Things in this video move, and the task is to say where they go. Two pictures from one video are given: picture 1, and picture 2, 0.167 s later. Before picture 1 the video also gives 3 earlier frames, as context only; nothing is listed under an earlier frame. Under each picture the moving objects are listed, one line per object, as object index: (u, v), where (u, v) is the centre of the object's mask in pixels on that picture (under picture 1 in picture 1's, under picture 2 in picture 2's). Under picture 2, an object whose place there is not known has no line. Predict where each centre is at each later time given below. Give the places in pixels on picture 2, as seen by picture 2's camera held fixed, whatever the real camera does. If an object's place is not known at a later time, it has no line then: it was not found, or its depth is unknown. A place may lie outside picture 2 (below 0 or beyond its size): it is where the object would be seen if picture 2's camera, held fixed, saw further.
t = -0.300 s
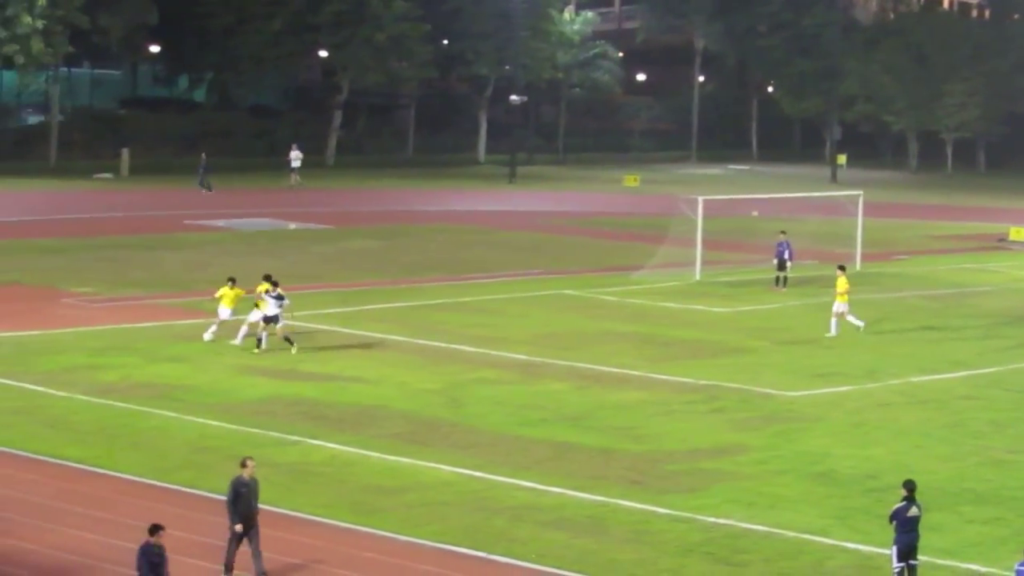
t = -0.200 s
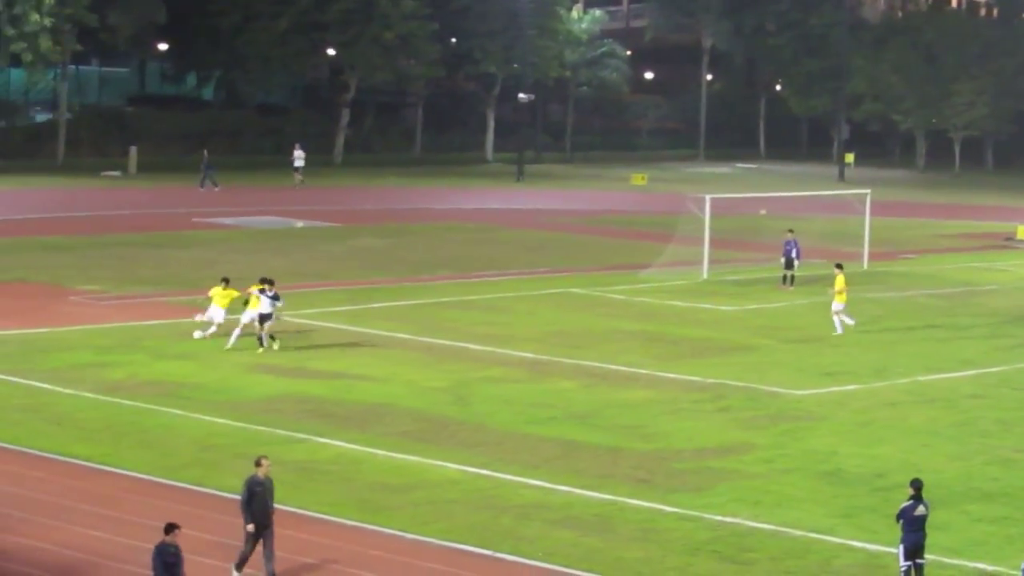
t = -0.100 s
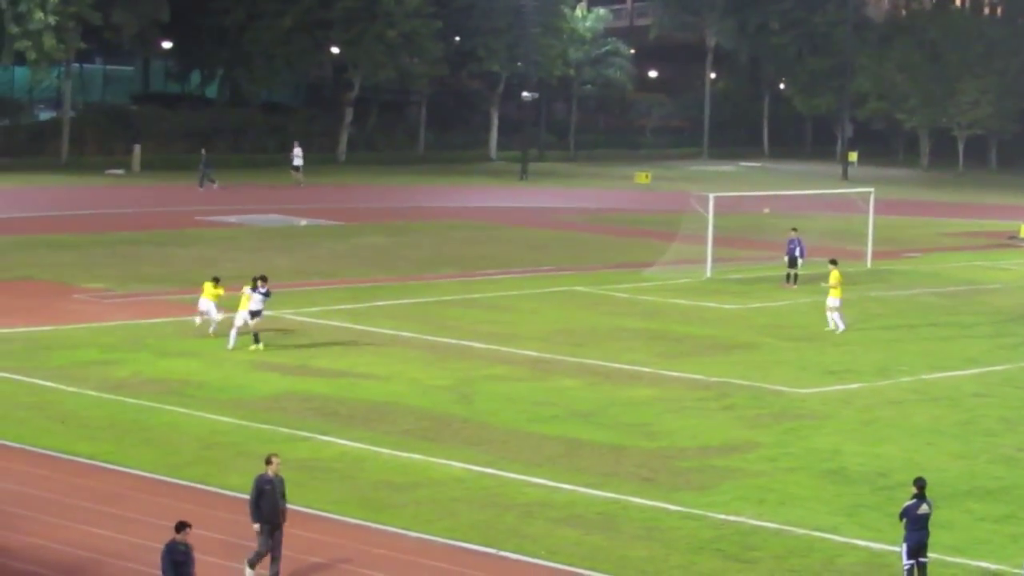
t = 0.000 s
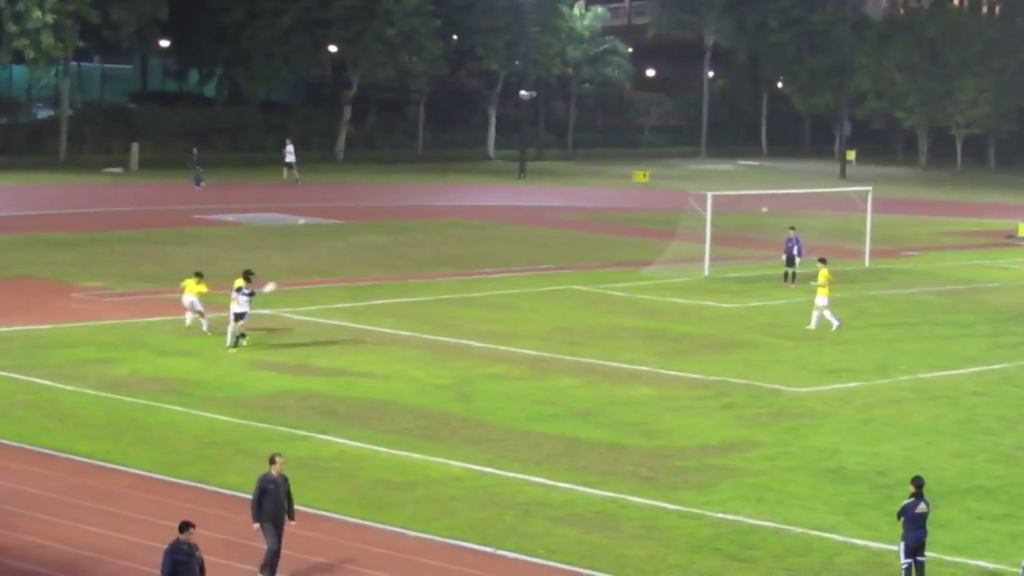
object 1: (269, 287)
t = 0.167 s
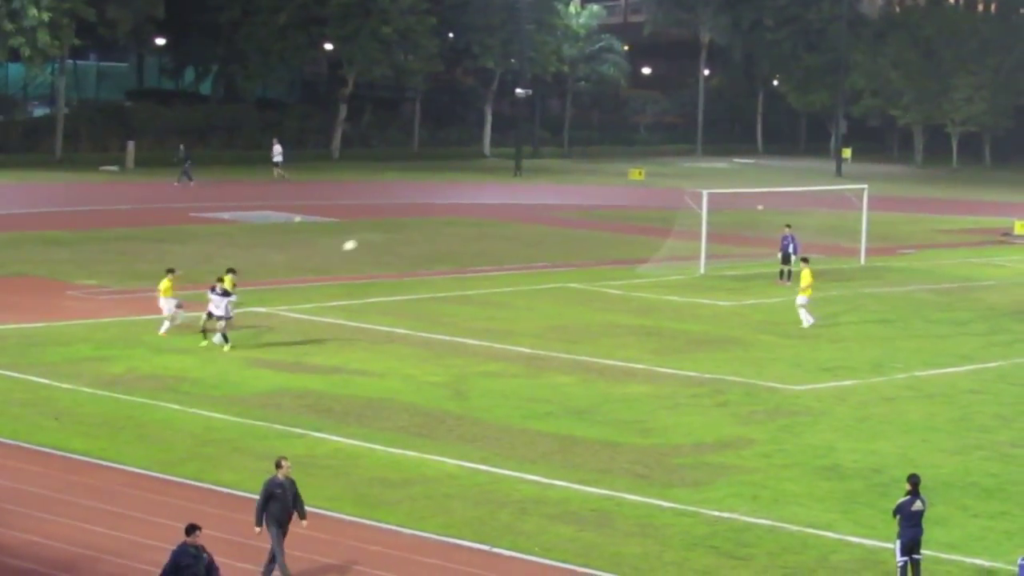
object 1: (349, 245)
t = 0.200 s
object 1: (366, 238)
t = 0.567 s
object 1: (551, 188)
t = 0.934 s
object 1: (736, 190)
